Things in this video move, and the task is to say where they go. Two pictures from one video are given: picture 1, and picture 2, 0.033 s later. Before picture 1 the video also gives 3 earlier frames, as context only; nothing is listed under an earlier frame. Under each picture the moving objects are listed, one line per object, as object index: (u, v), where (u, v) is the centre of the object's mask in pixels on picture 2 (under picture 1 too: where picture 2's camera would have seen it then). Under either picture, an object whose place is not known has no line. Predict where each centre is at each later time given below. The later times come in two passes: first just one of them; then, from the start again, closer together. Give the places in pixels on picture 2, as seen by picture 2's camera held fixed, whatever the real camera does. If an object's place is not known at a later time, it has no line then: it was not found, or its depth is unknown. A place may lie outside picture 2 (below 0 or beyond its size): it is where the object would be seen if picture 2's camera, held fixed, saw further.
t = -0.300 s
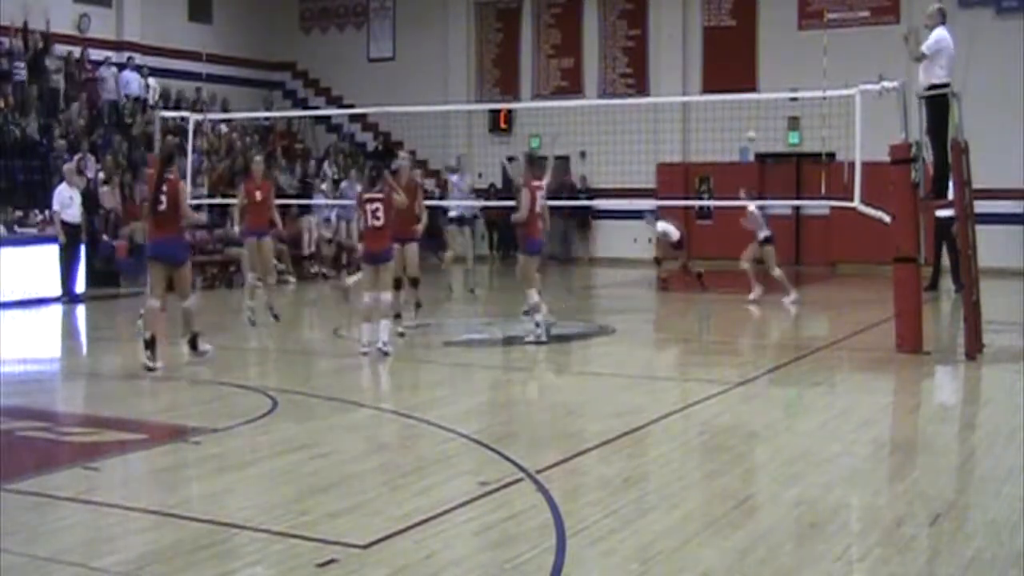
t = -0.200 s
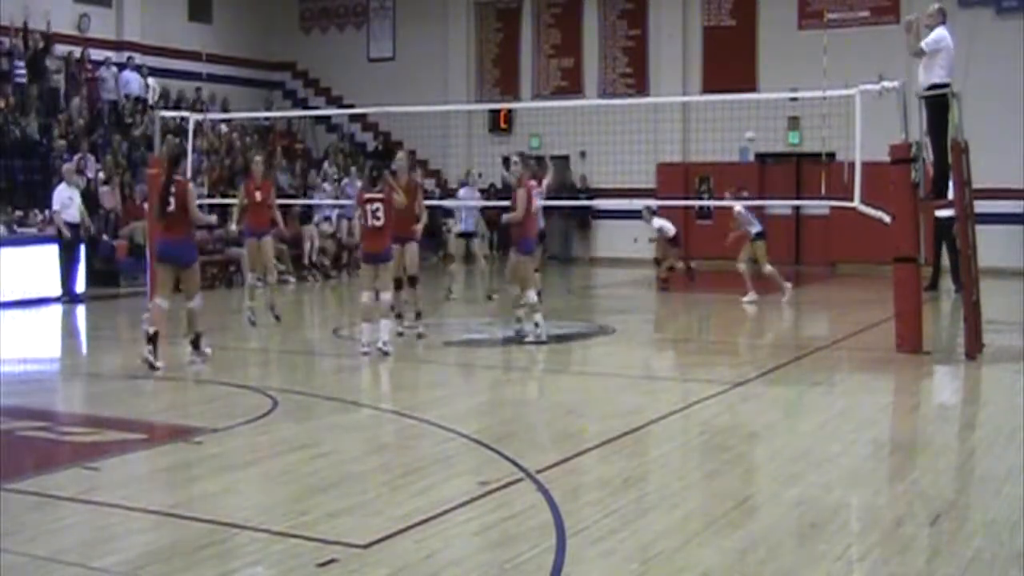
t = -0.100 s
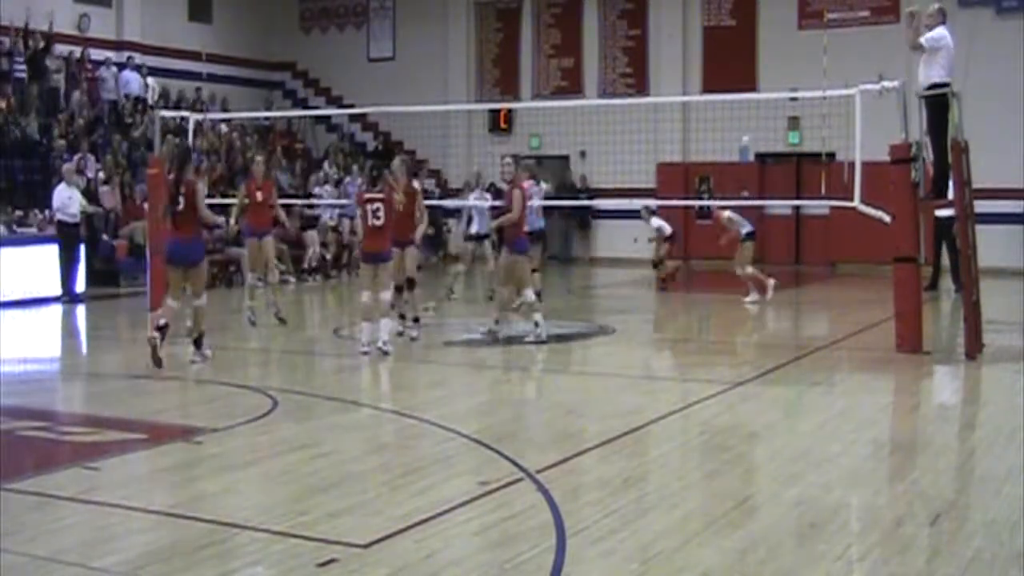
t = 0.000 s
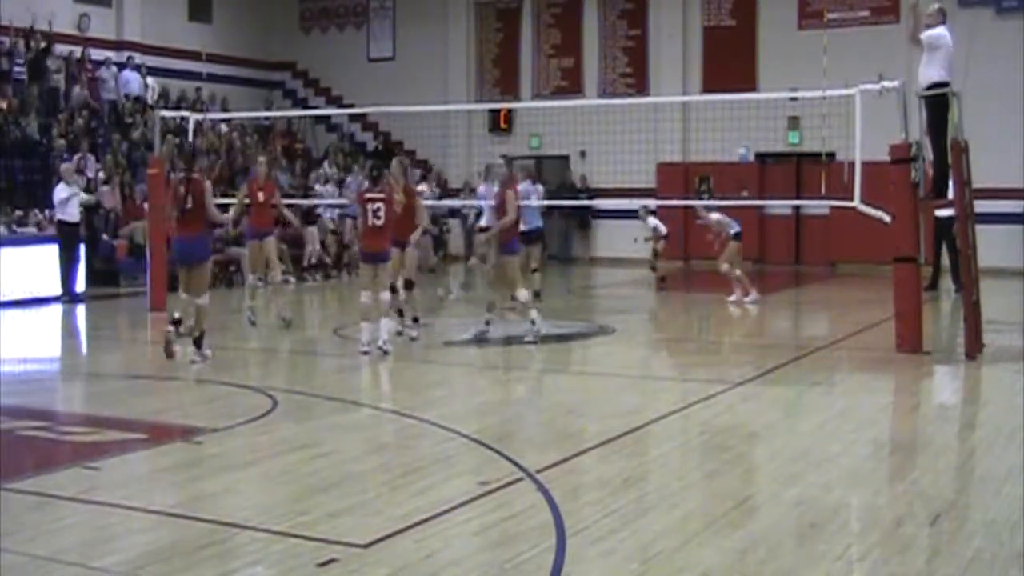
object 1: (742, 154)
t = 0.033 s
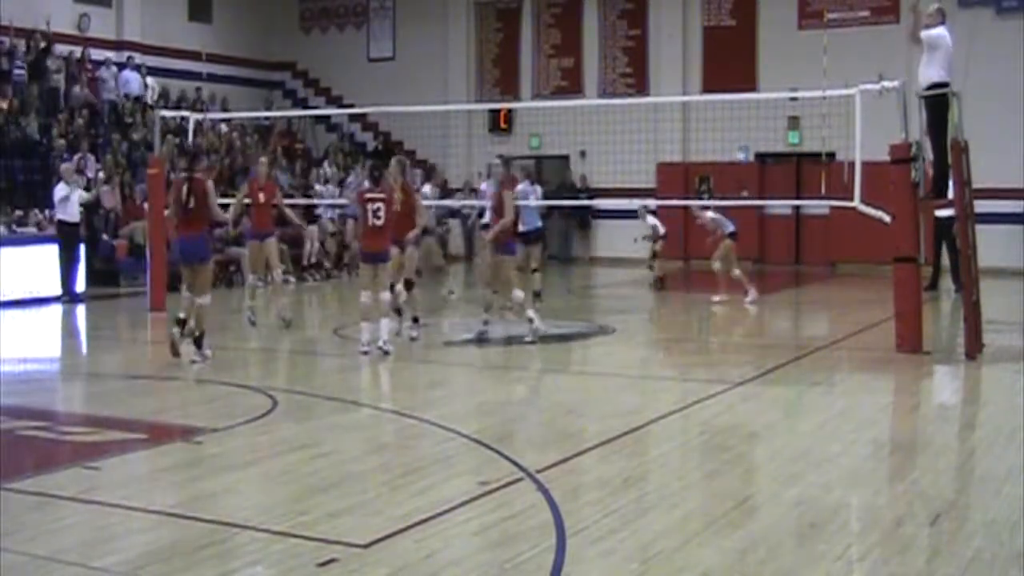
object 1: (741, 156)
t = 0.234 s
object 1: (732, 199)
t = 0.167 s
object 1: (735, 183)
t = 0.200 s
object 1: (734, 191)
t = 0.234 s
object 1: (732, 199)
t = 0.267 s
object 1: (731, 210)
